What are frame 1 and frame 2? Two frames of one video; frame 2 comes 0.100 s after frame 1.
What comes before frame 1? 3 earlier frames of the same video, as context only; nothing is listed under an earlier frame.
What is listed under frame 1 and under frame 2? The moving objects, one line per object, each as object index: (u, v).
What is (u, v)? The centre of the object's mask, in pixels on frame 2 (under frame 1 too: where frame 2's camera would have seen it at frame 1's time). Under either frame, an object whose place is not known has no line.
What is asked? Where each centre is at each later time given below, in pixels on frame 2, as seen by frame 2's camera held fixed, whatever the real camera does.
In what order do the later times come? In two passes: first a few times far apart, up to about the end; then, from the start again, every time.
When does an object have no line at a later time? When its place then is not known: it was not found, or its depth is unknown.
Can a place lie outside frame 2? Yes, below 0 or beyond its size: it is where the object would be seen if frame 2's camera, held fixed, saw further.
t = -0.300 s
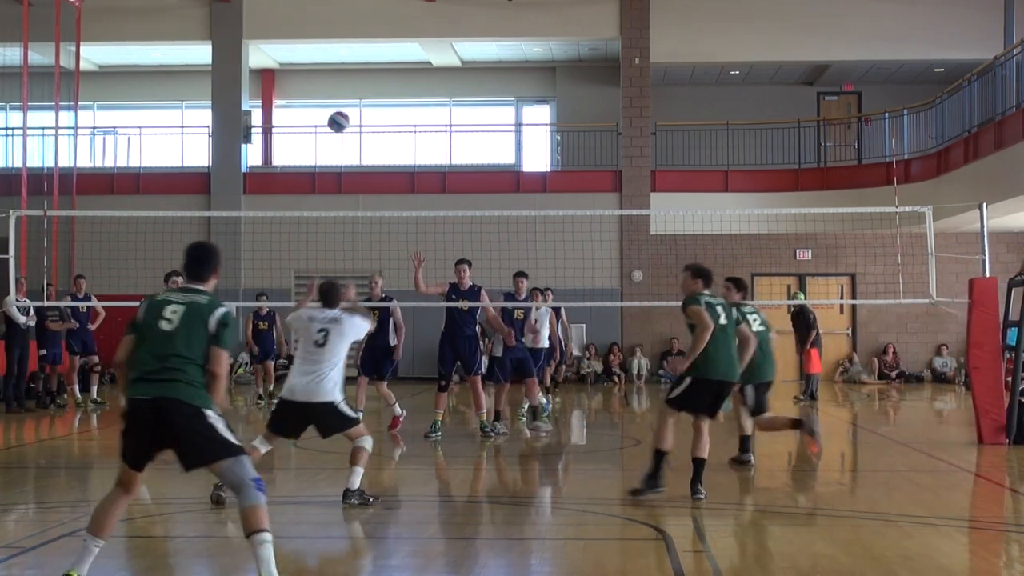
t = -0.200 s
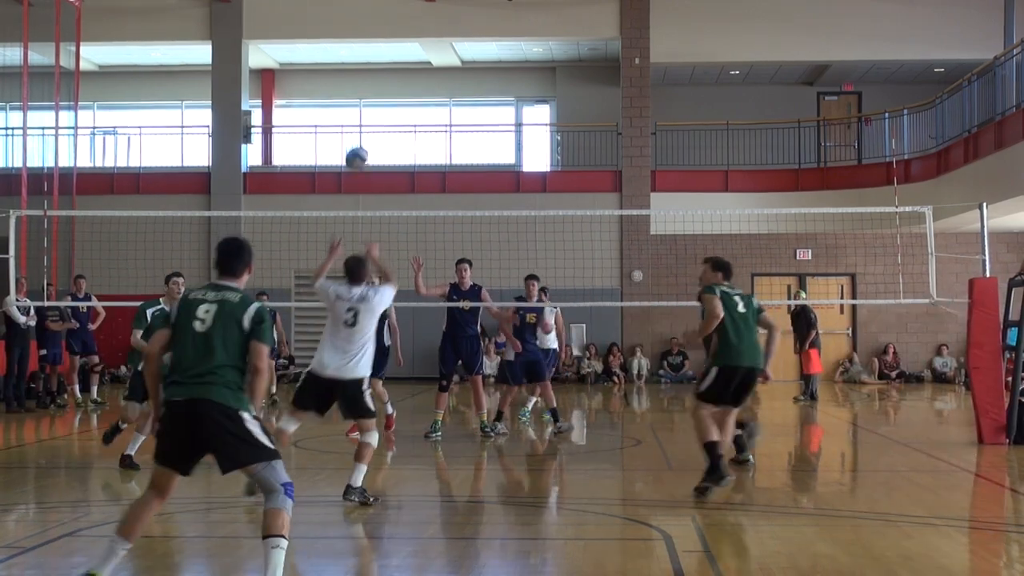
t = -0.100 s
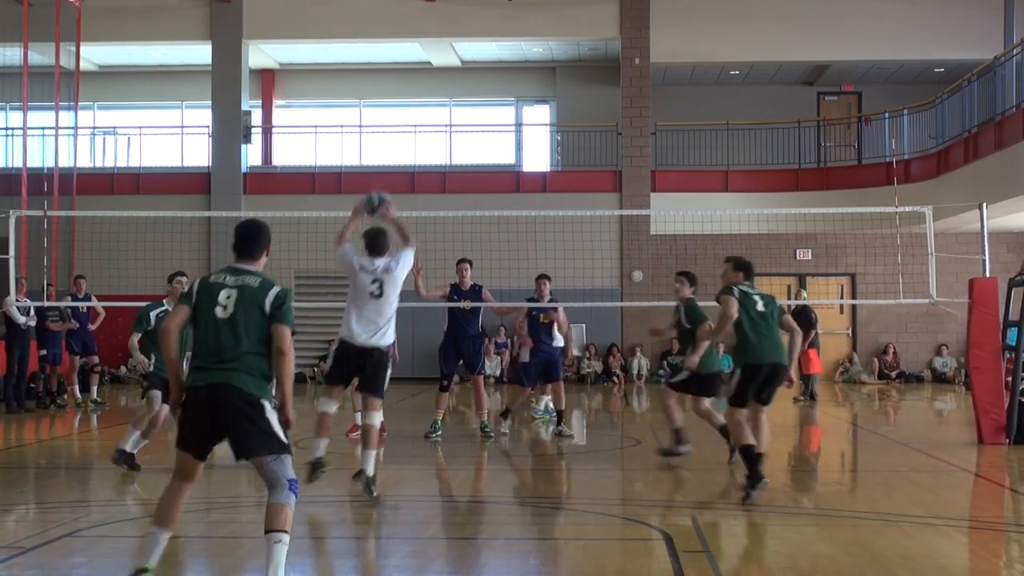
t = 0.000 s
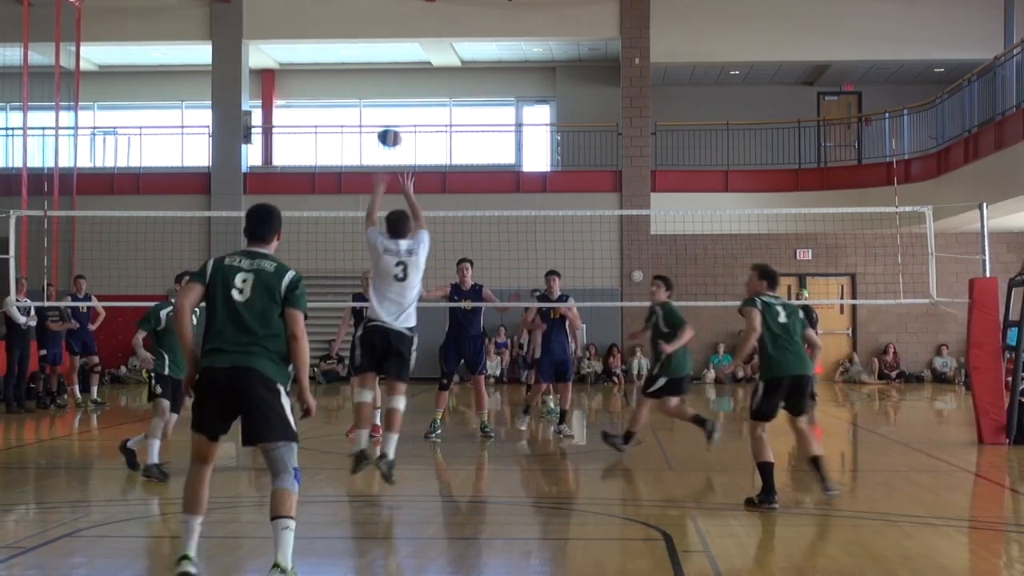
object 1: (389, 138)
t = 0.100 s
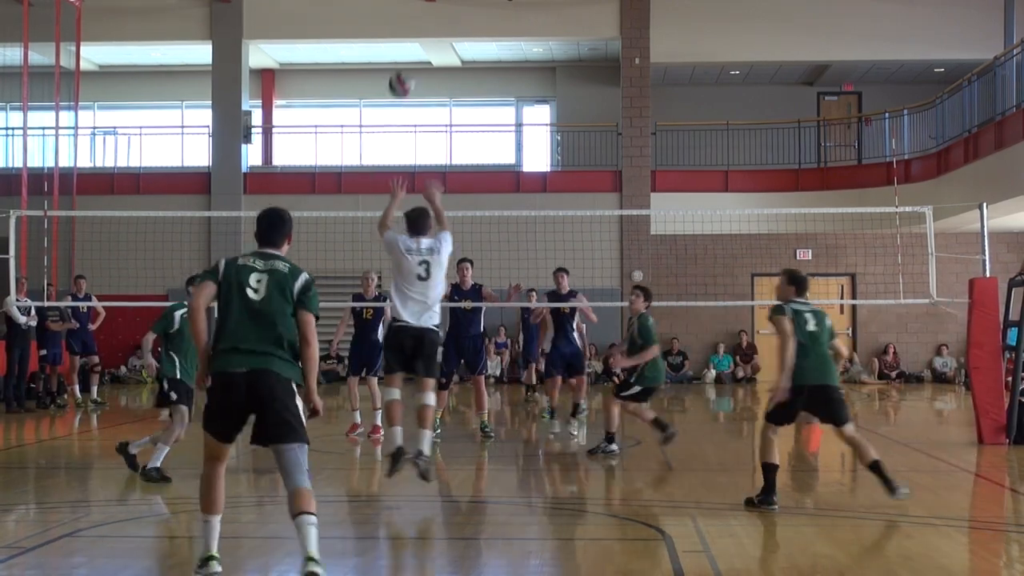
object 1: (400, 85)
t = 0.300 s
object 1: (420, 23)
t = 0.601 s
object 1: (441, 25)
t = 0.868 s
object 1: (458, 100)
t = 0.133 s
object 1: (404, 71)
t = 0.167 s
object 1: (408, 59)
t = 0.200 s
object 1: (411, 46)
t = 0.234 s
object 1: (414, 37)
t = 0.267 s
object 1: (417, 29)
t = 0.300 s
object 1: (420, 23)
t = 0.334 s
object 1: (422, 18)
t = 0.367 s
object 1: (424, 14)
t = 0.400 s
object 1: (428, 12)
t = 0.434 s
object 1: (430, 11)
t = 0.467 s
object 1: (432, 11)
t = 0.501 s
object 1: (435, 12)
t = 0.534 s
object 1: (436, 15)
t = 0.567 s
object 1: (439, 20)
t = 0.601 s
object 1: (441, 25)
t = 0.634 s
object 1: (443, 31)
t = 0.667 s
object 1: (446, 37)
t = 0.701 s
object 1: (448, 46)
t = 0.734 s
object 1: (450, 55)
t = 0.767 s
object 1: (453, 66)
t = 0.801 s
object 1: (455, 77)
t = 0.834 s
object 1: (456, 88)
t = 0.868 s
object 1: (458, 100)
